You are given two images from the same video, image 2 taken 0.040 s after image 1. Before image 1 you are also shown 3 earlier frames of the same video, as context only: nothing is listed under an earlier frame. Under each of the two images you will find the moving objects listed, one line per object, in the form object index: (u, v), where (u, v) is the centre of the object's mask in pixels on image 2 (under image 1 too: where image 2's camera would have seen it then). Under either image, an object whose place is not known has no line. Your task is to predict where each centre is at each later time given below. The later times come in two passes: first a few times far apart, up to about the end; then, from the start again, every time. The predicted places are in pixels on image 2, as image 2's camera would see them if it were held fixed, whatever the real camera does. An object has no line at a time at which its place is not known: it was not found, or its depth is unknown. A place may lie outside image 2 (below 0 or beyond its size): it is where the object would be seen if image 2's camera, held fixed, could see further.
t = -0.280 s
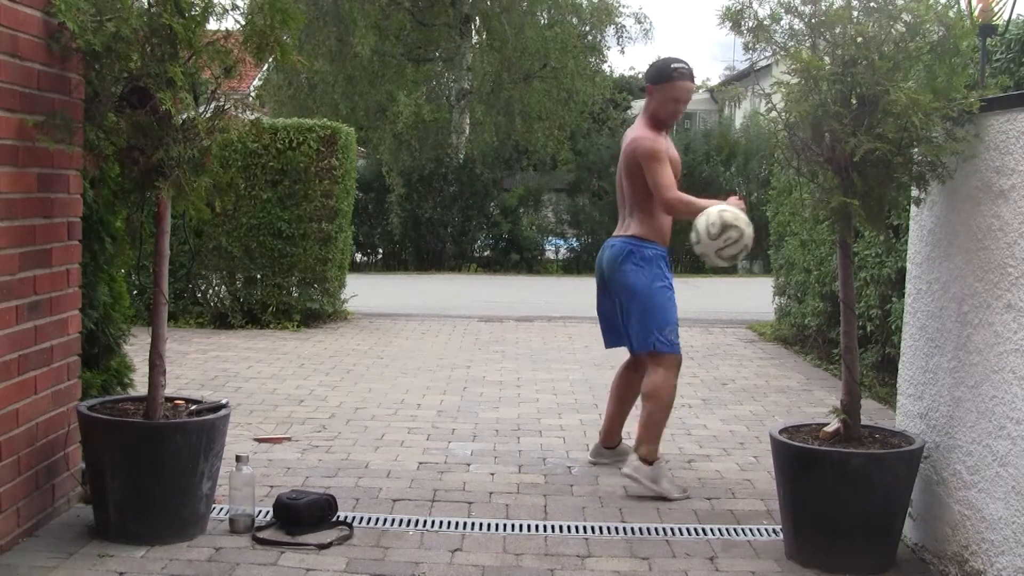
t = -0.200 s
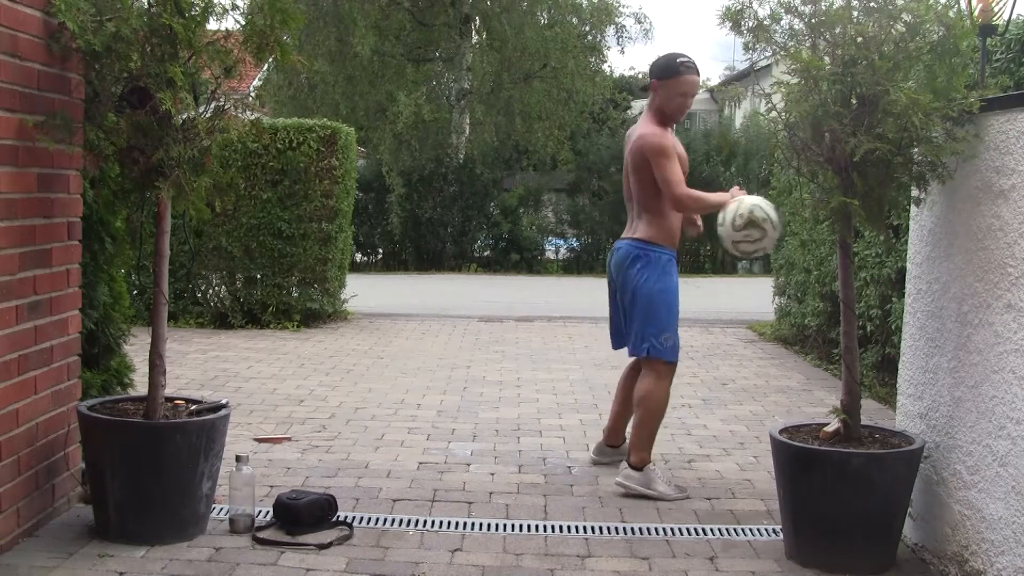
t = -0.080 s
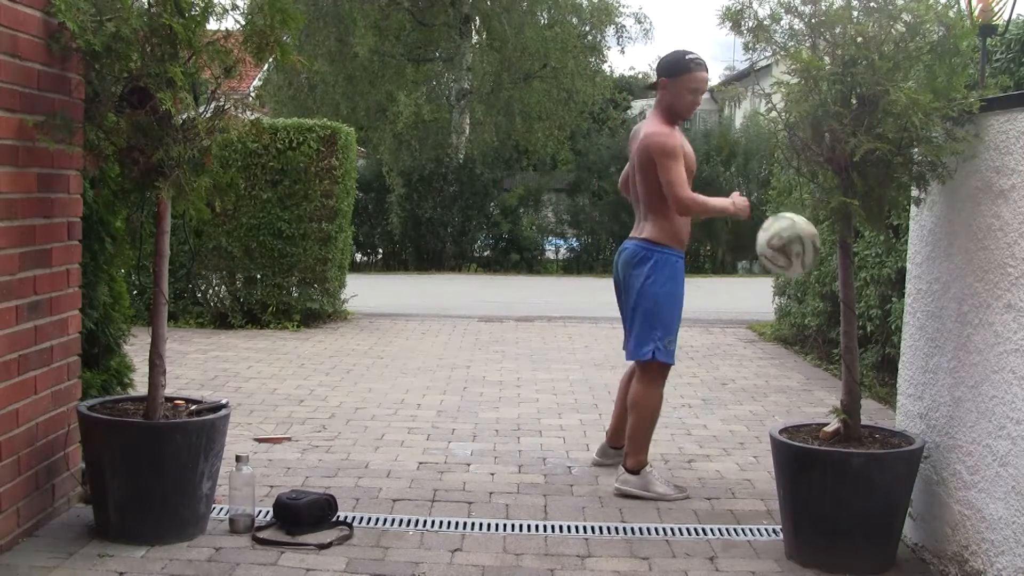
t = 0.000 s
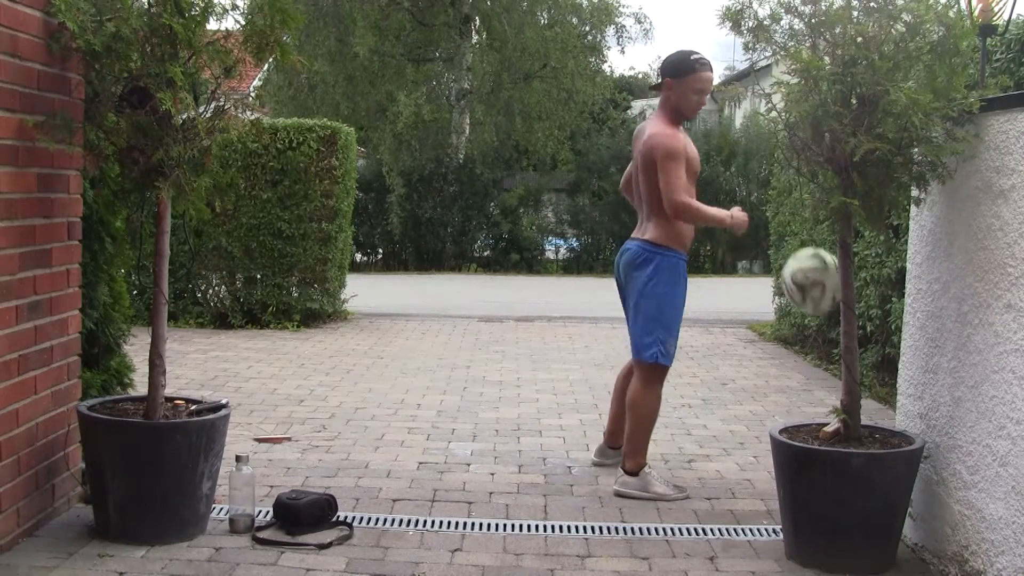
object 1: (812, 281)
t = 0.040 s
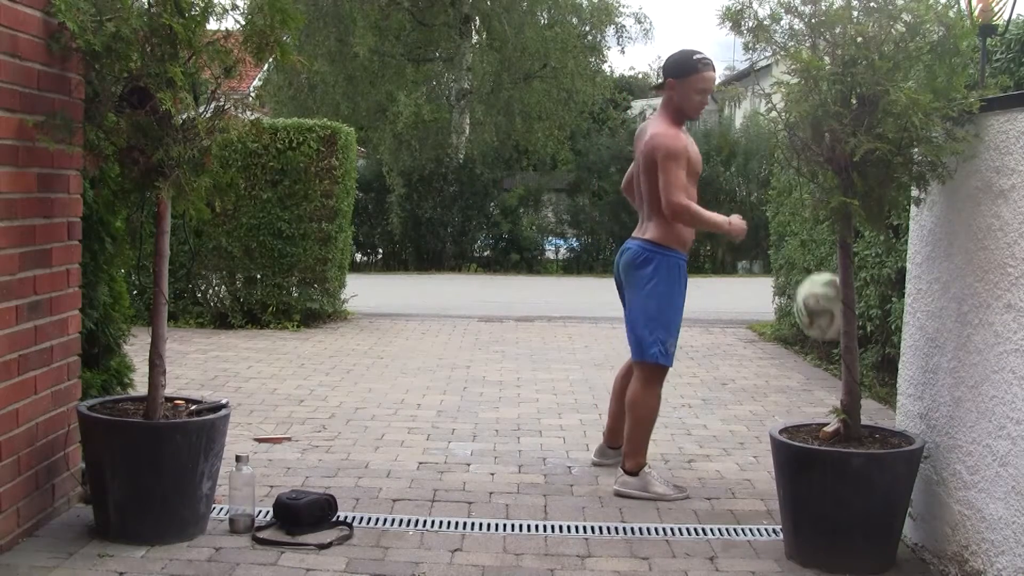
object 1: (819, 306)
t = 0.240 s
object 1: (881, 366)
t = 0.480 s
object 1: (859, 384)
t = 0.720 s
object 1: (816, 378)
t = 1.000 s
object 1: (794, 393)
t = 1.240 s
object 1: (796, 401)
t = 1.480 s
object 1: (799, 406)
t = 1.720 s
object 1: (807, 409)
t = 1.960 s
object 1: (821, 410)
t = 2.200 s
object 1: (829, 411)
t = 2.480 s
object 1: (831, 412)
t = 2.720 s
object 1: (833, 413)
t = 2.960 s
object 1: (842, 414)
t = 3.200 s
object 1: (842, 414)
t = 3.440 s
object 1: (839, 414)
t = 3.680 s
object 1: (840, 414)
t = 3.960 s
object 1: (841, 414)
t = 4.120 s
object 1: (841, 414)
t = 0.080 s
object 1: (834, 335)
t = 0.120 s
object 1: (843, 369)
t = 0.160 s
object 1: (866, 395)
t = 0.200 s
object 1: (877, 378)
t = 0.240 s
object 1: (881, 366)
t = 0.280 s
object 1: (886, 359)
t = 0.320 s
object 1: (891, 355)
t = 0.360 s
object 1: (885, 356)
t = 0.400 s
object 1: (880, 362)
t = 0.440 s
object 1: (875, 372)
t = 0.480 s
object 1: (859, 384)
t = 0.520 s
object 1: (842, 388)
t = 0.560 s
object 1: (837, 379)
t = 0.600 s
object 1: (825, 374)
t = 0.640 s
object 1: (823, 372)
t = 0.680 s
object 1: (820, 373)
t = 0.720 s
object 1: (816, 378)
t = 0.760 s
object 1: (812, 388)
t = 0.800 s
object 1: (808, 392)
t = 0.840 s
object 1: (806, 384)
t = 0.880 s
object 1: (803, 380)
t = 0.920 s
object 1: (801, 380)
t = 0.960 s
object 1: (797, 384)
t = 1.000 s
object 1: (794, 393)
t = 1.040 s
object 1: (792, 395)
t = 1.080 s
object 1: (793, 391)
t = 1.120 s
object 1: (793, 390)
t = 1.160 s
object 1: (794, 394)
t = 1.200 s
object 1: (794, 402)
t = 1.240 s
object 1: (796, 401)
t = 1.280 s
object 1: (798, 402)
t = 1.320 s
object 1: (800, 406)
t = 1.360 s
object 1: (800, 405)
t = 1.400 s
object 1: (800, 405)
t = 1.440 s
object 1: (800, 406)
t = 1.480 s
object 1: (799, 406)
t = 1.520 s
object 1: (799, 406)
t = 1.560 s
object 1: (799, 407)
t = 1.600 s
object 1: (801, 407)
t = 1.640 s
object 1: (802, 407)
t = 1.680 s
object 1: (804, 408)
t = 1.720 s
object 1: (807, 409)
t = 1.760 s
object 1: (810, 409)
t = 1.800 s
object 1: (812, 410)
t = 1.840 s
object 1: (815, 409)
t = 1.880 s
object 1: (817, 409)
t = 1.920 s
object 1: (819, 410)
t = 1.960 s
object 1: (821, 410)
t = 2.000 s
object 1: (822, 411)
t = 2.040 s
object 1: (824, 410)
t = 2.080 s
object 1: (825, 410)
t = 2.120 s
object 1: (827, 411)
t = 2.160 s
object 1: (828, 411)
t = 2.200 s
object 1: (829, 411)
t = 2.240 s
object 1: (830, 411)
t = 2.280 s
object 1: (831, 411)
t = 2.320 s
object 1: (831, 411)
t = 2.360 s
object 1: (831, 411)
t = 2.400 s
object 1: (831, 411)
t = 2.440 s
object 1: (831, 412)
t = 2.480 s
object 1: (831, 412)
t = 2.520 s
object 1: (831, 412)
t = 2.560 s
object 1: (831, 412)
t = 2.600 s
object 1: (831, 412)
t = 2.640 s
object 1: (832, 413)
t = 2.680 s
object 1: (832, 413)
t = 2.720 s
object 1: (833, 413)
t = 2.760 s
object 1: (835, 413)
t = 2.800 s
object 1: (836, 414)
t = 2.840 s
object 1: (837, 414)
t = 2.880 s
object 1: (839, 414)
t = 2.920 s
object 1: (840, 414)
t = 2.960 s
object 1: (842, 414)
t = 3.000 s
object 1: (843, 414)
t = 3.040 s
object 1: (844, 414)
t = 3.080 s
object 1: (844, 414)
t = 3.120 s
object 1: (844, 414)
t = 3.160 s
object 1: (843, 414)
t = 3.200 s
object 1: (842, 414)
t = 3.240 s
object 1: (842, 414)
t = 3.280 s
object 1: (841, 414)
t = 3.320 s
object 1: (840, 414)
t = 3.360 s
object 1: (840, 414)
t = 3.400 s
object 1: (839, 414)
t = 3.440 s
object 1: (839, 414)
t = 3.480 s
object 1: (839, 414)
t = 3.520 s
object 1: (839, 414)
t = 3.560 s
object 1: (839, 414)
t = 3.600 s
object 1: (839, 414)
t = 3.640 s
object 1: (840, 414)
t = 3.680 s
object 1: (840, 414)
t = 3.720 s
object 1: (841, 414)
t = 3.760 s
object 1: (841, 414)
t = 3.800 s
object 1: (841, 414)
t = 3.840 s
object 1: (841, 414)
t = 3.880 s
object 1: (841, 414)
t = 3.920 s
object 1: (841, 414)
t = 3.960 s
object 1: (841, 414)
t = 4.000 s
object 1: (841, 414)
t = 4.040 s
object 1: (841, 414)
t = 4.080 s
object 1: (841, 414)
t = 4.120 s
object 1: (841, 414)
